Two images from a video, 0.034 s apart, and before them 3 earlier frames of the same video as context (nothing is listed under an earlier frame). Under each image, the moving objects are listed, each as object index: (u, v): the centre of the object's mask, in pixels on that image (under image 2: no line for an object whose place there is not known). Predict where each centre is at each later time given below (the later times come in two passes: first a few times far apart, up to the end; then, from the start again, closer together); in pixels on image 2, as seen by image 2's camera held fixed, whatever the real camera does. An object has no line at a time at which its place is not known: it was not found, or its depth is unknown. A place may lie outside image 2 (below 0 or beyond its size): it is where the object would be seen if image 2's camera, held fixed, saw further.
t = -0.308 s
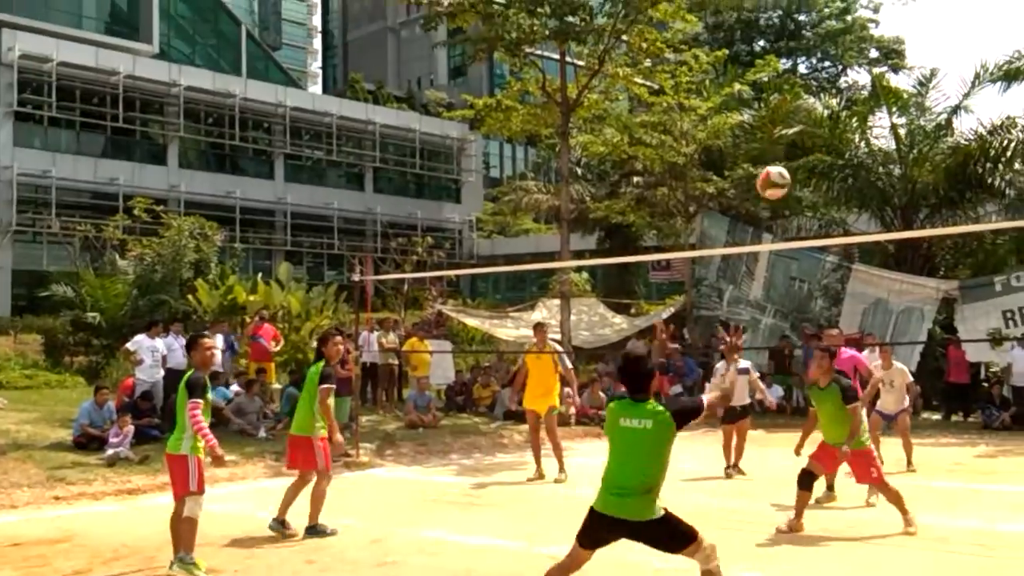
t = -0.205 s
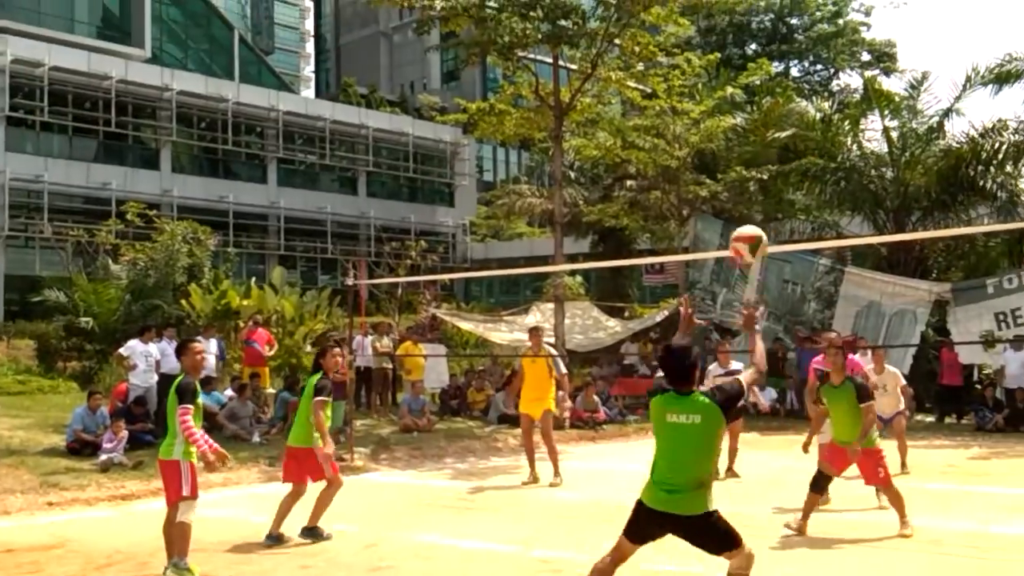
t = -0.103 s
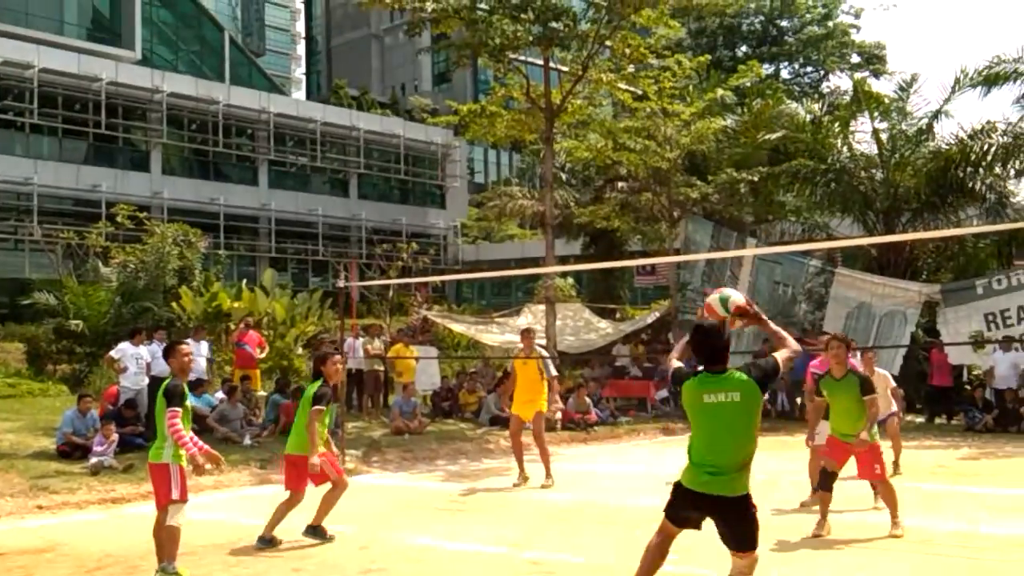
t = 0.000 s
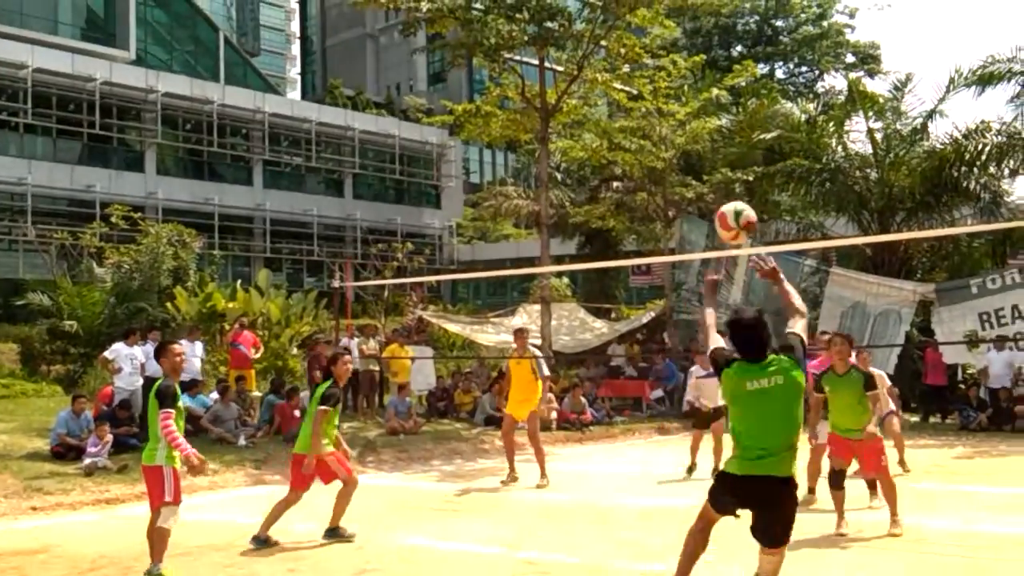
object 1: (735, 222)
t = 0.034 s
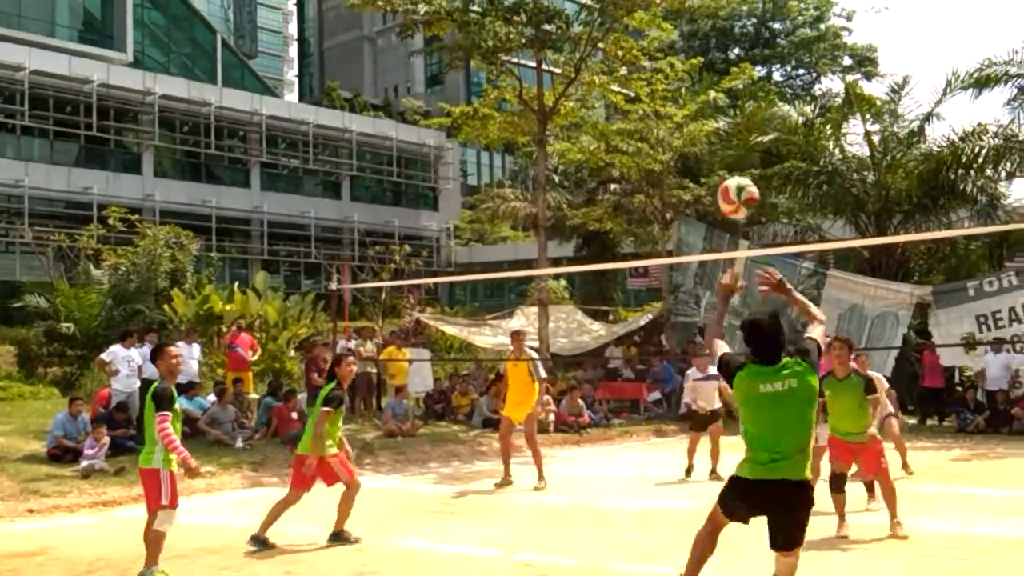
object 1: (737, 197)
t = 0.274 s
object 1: (771, 89)
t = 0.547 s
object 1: (805, 95)
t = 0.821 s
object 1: (834, 191)
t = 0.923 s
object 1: (846, 245)
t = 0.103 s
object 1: (748, 152)
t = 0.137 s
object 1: (752, 135)
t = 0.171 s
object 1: (756, 119)
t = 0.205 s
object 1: (762, 107)
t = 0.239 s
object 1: (767, 97)
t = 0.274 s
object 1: (771, 89)
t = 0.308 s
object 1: (776, 83)
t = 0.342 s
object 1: (780, 81)
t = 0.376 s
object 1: (784, 79)
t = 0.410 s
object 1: (788, 79)
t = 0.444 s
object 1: (792, 80)
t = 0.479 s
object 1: (795, 84)
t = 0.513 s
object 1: (800, 88)
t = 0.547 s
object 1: (805, 95)
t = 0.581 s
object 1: (809, 102)
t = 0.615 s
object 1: (811, 112)
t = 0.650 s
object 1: (816, 122)
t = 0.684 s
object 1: (820, 133)
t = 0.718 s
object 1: (824, 147)
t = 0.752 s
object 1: (827, 161)
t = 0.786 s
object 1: (831, 176)
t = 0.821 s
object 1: (834, 191)
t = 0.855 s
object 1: (838, 209)
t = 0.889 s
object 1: (842, 226)
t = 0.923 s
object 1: (846, 245)
